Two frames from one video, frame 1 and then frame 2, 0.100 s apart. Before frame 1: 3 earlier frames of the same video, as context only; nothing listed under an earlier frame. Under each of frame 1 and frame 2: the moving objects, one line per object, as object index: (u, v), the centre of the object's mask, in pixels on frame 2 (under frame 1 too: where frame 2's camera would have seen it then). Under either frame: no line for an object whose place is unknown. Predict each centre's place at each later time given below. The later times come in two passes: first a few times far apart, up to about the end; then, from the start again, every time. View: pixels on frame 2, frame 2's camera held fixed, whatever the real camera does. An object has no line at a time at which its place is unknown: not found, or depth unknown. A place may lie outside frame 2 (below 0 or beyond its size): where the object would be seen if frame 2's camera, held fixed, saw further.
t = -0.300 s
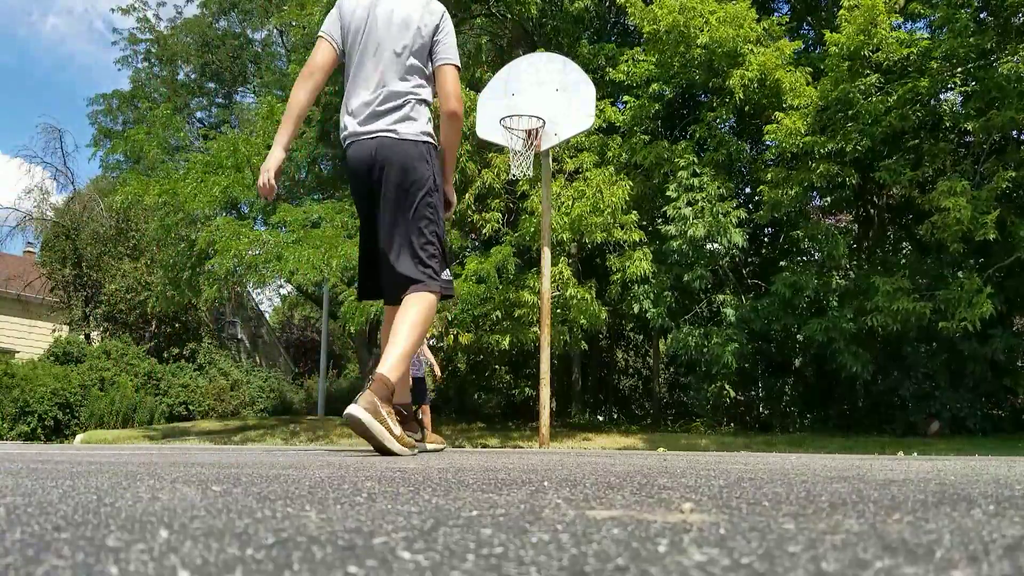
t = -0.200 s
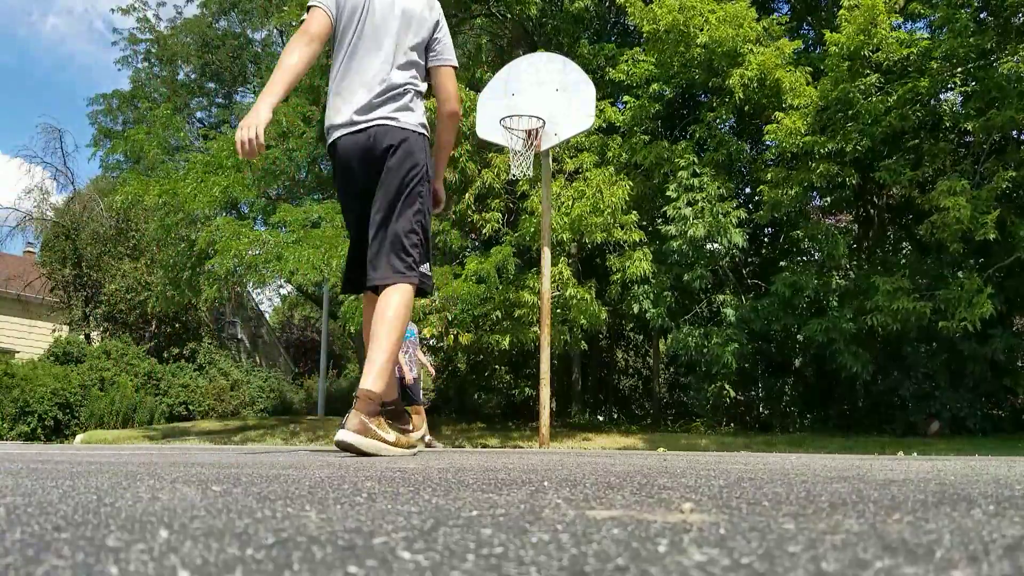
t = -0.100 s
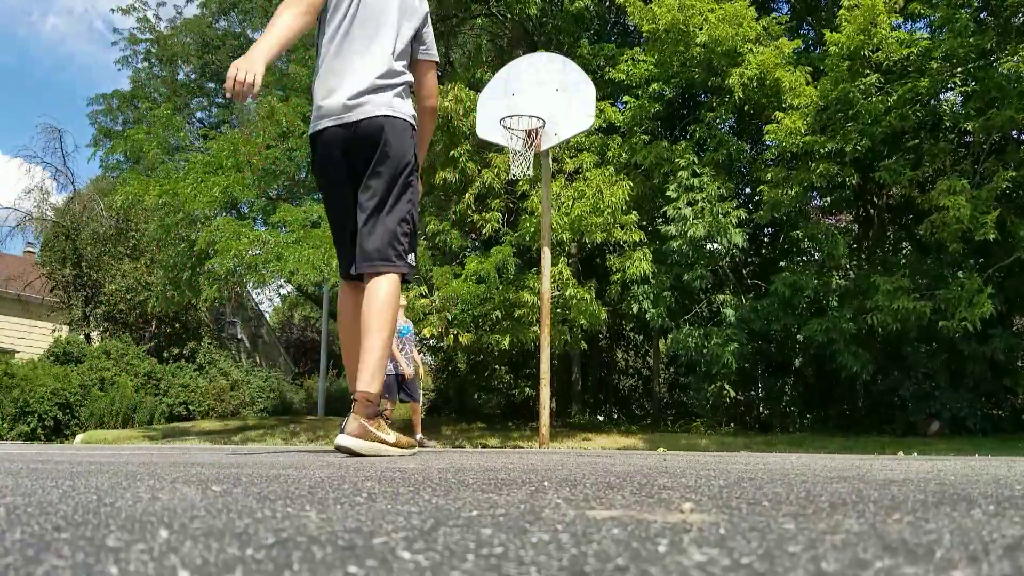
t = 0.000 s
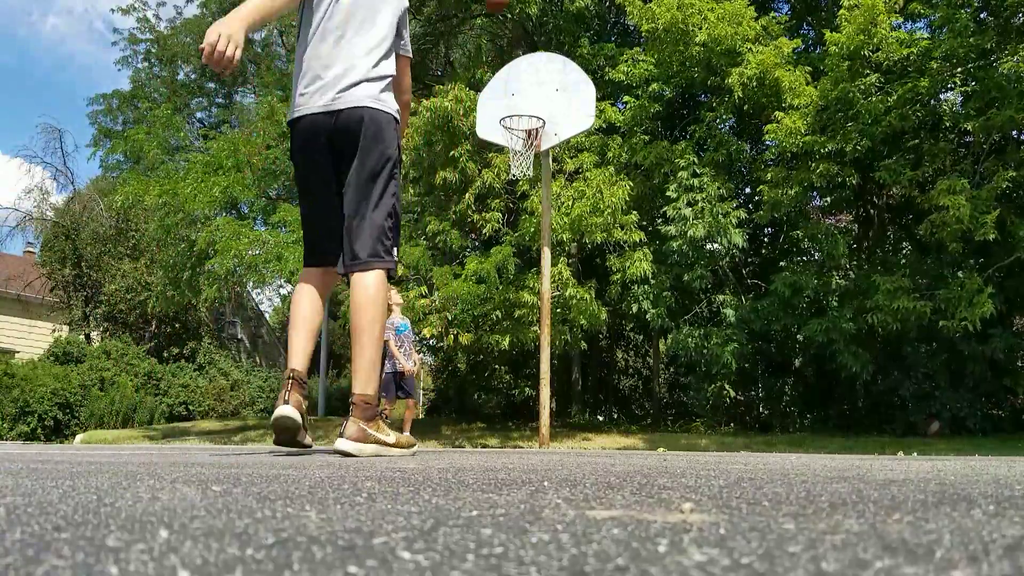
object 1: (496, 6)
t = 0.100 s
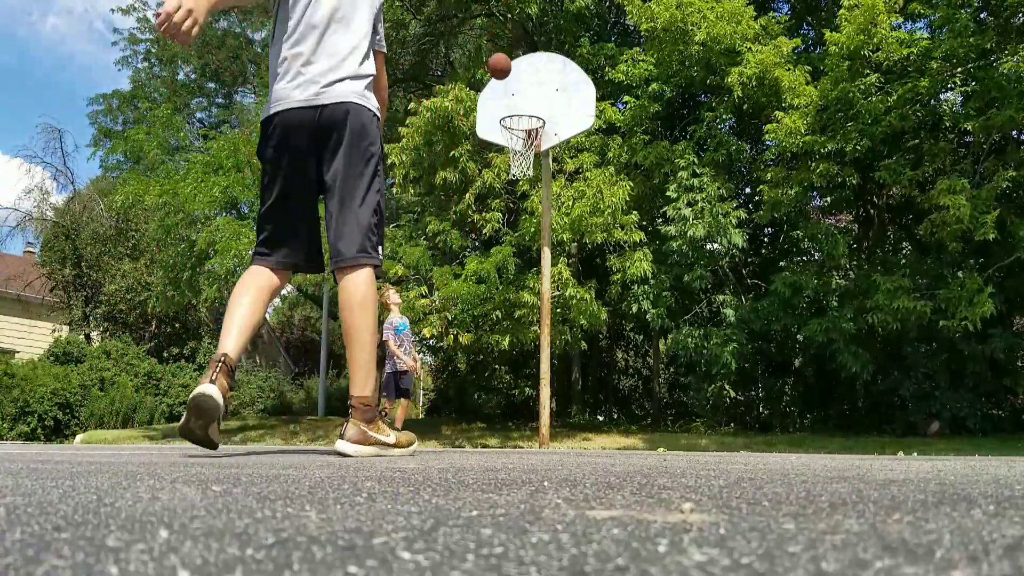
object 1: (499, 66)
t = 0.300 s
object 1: (505, 73)
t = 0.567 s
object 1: (505, 43)
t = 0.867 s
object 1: (491, 63)
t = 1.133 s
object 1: (479, 153)
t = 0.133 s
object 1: (501, 89)
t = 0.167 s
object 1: (501, 110)
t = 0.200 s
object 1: (502, 99)
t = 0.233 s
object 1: (503, 89)
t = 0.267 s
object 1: (504, 81)
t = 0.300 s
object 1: (505, 73)
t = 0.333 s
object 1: (505, 67)
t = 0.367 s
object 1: (506, 62)
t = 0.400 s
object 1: (507, 59)
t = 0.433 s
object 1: (507, 56)
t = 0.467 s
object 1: (508, 53)
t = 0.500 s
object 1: (507, 49)
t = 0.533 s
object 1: (506, 46)
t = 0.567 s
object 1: (505, 43)
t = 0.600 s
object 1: (503, 41)
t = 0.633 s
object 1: (502, 40)
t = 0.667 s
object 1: (501, 40)
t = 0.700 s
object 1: (499, 41)
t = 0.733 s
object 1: (498, 43)
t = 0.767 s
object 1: (496, 46)
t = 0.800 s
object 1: (494, 51)
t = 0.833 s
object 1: (493, 56)
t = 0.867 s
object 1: (491, 63)
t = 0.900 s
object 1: (490, 71)
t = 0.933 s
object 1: (488, 79)
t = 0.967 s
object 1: (486, 89)
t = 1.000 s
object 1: (485, 100)
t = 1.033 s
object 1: (483, 112)
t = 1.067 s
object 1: (481, 125)
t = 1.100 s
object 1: (479, 138)
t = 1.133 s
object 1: (479, 153)
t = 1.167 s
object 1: (477, 169)
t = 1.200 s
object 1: (475, 187)
